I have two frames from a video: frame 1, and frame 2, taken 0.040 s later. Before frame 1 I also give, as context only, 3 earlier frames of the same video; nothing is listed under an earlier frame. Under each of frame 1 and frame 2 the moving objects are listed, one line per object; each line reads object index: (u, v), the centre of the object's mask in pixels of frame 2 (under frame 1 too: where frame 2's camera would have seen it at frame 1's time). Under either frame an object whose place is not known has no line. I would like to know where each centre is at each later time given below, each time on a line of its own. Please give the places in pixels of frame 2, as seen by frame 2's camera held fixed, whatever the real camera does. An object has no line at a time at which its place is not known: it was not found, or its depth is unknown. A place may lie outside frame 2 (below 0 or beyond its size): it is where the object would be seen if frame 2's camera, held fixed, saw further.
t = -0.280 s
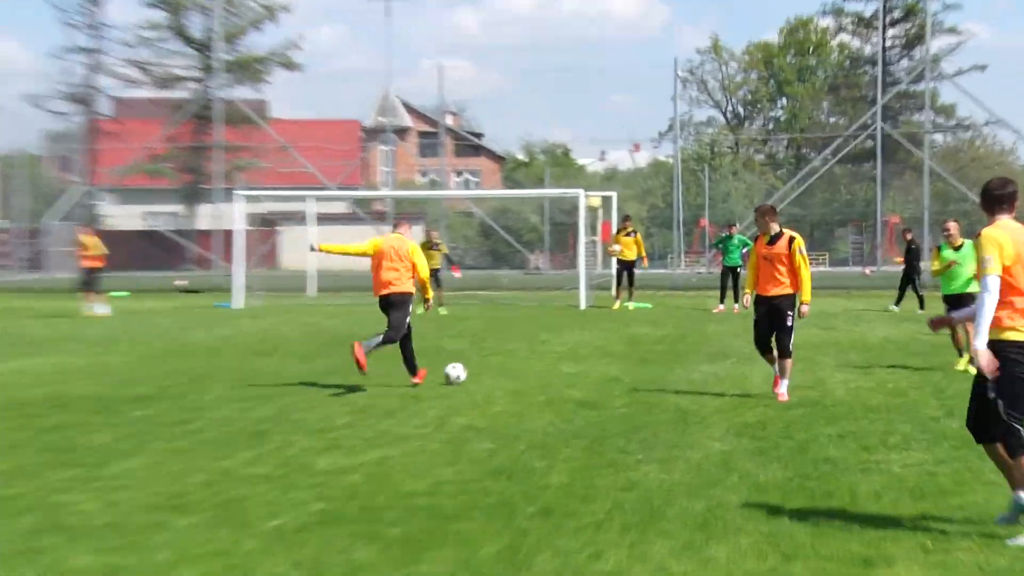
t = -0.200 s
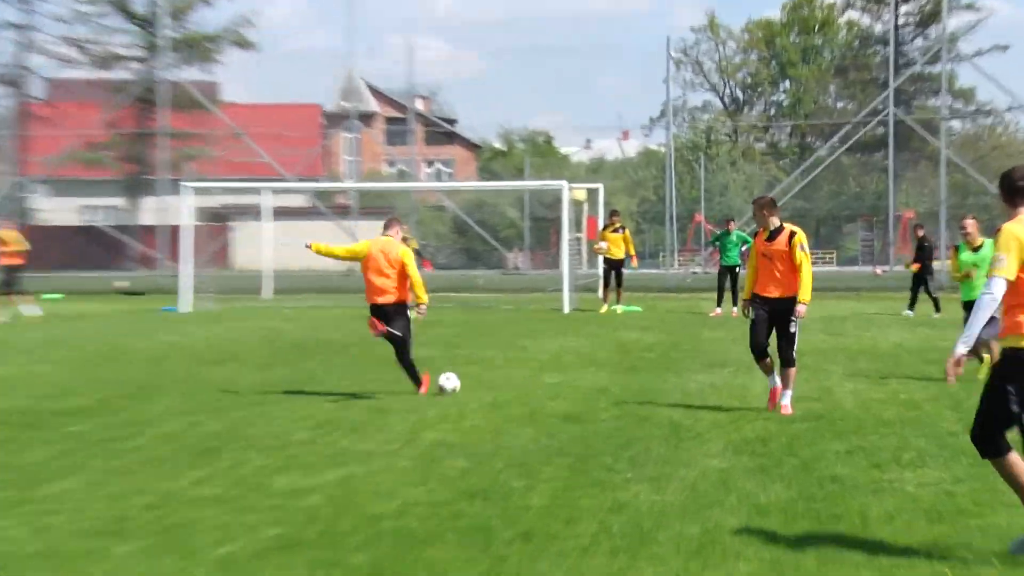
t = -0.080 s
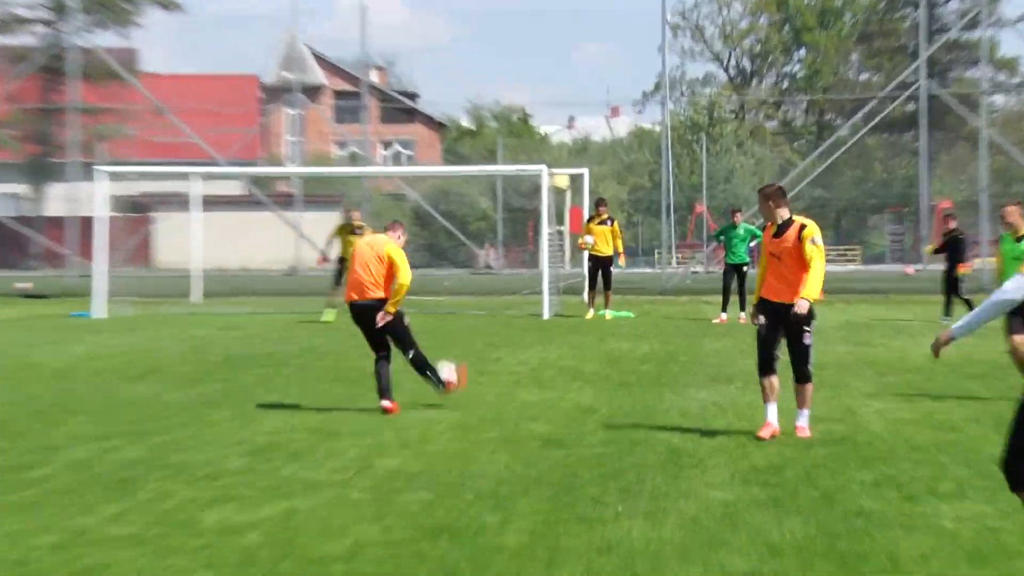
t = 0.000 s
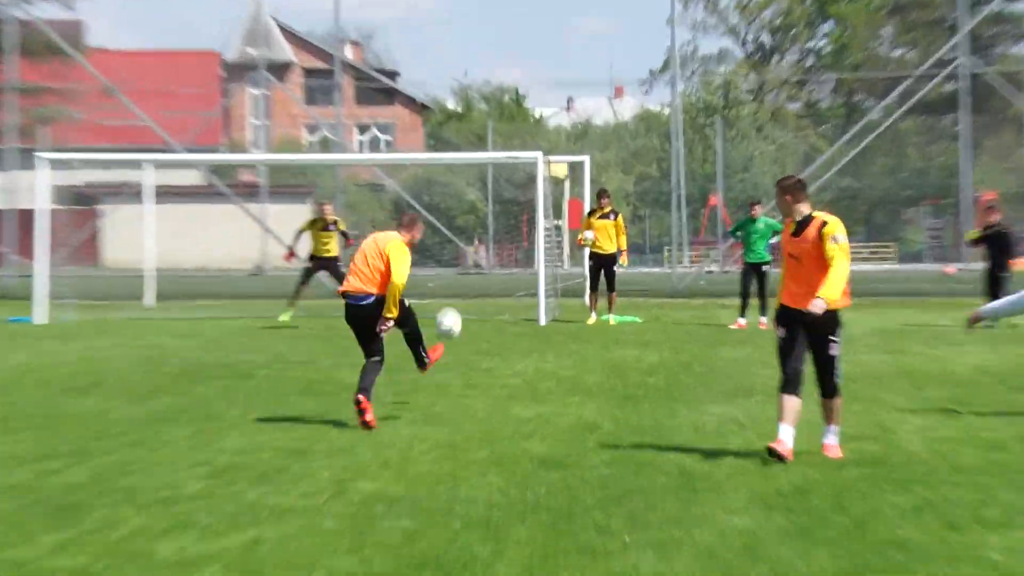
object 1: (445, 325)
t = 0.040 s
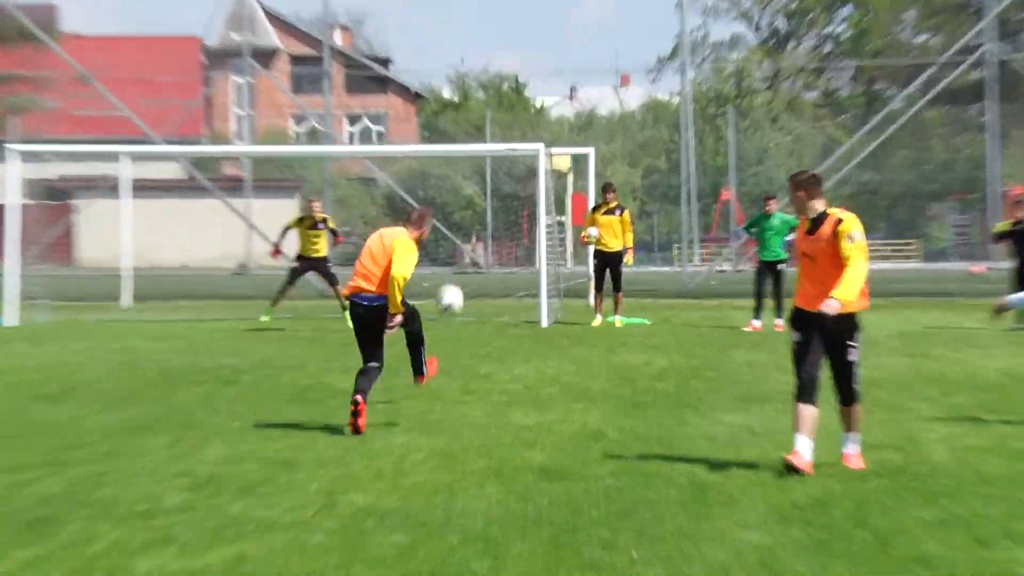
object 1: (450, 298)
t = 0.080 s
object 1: (454, 277)
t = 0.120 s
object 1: (456, 256)
